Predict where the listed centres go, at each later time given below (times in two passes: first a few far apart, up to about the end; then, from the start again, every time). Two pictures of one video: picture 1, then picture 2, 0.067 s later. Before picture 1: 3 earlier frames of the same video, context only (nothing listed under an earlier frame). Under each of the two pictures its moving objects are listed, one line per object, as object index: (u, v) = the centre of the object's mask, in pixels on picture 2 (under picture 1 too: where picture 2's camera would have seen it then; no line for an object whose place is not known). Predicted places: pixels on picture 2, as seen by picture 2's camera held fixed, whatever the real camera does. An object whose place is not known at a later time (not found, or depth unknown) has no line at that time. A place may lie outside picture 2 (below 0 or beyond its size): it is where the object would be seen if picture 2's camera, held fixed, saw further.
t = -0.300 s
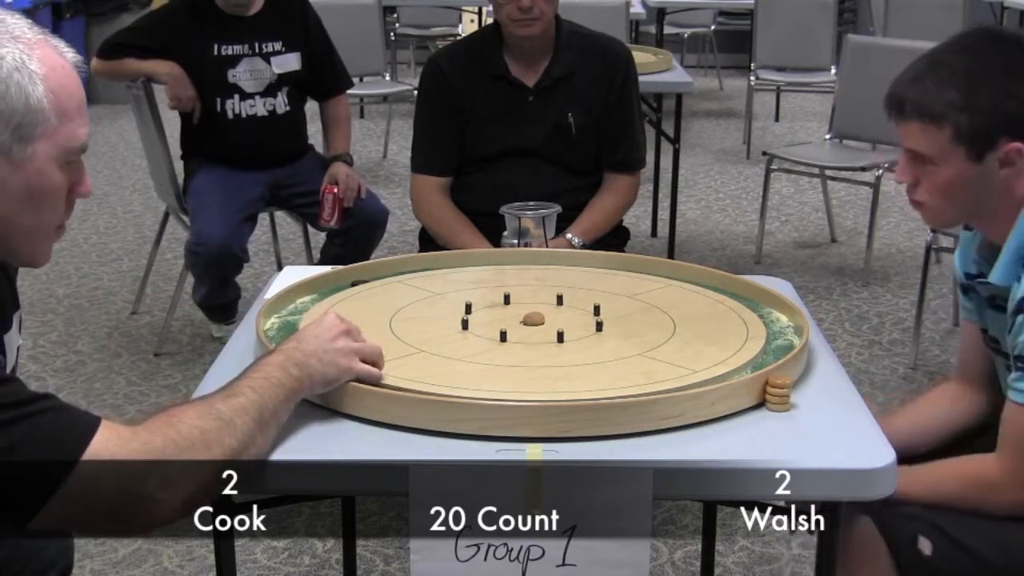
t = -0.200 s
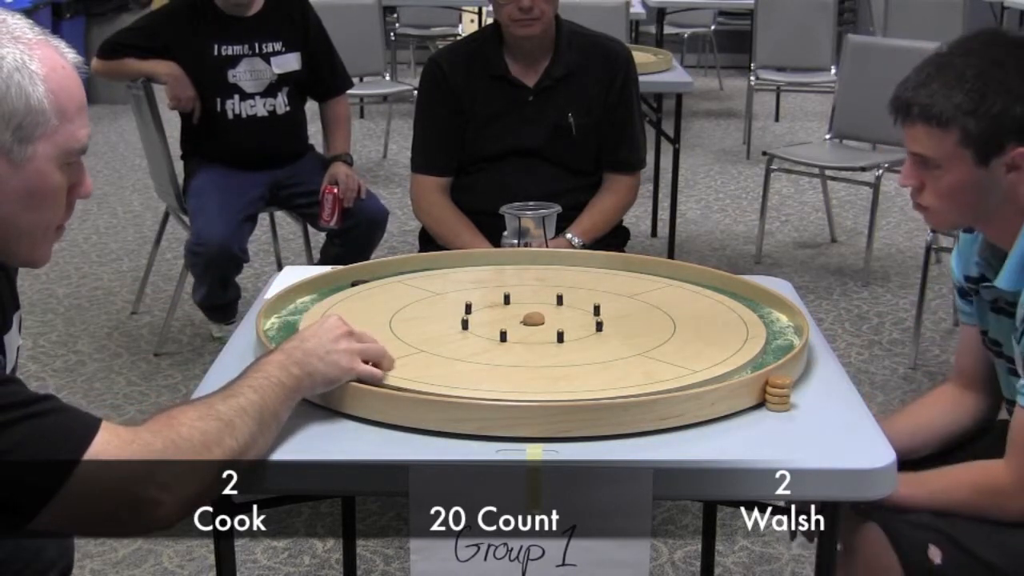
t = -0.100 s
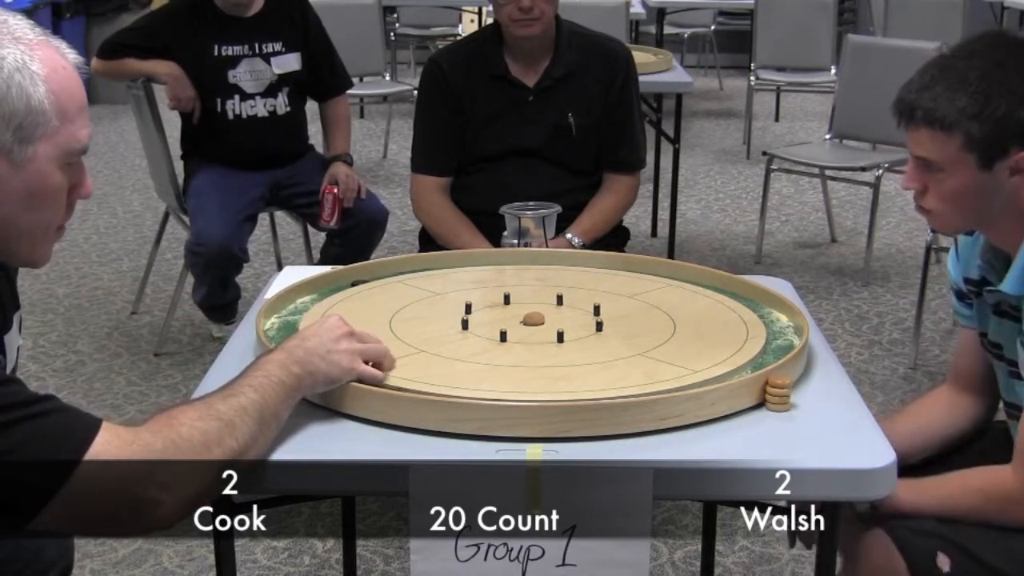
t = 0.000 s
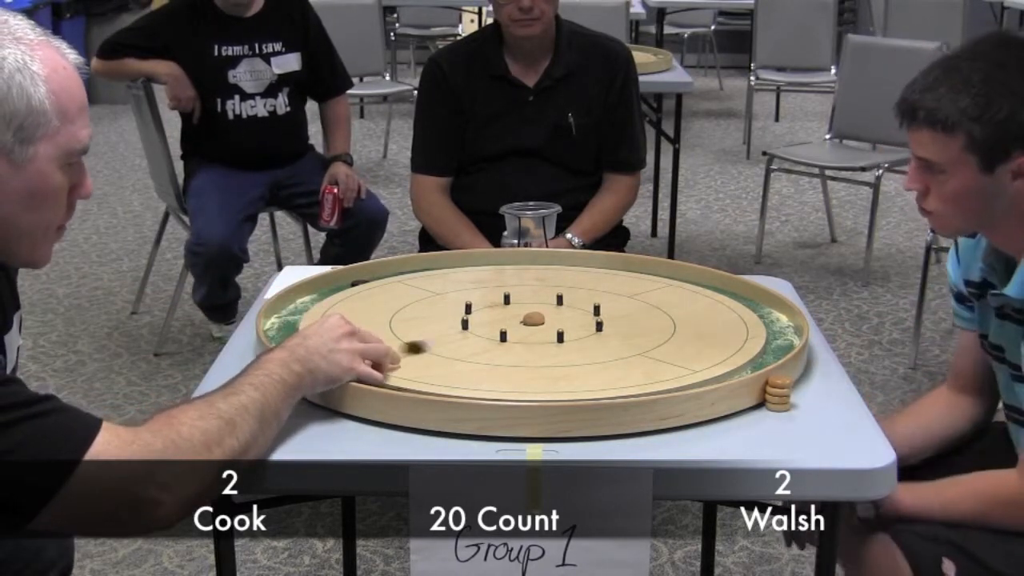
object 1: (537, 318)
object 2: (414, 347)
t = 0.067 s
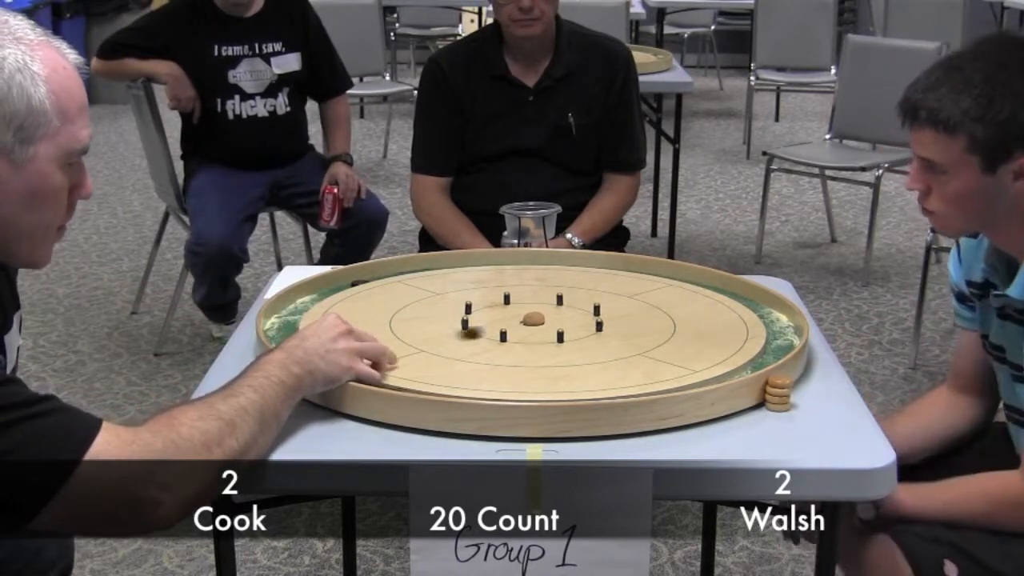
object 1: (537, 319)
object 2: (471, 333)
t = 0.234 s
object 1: (577, 304)
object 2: (523, 317)
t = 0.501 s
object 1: (651, 290)
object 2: (532, 313)
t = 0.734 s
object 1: (690, 287)
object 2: (533, 313)
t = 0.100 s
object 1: (537, 319)
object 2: (496, 326)
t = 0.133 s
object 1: (539, 316)
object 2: (516, 320)
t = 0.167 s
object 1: (549, 304)
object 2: (519, 319)
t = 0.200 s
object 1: (563, 304)
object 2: (521, 318)
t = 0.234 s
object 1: (577, 304)
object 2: (523, 317)
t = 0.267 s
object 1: (587, 297)
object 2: (525, 316)
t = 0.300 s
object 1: (598, 297)
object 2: (527, 315)
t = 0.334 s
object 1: (609, 298)
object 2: (528, 314)
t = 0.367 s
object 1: (618, 292)
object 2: (529, 314)
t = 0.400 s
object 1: (627, 293)
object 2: (530, 313)
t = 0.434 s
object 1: (636, 292)
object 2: (530, 313)
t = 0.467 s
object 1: (644, 294)
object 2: (531, 313)
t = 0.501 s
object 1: (651, 290)
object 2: (532, 313)
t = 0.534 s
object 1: (658, 289)
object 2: (532, 313)
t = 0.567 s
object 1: (665, 290)
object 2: (533, 313)
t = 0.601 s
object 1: (671, 288)
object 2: (533, 313)
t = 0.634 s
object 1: (678, 288)
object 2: (533, 313)
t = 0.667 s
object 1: (682, 288)
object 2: (533, 313)
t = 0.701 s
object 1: (685, 287)
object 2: (533, 313)
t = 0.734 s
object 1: (690, 287)
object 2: (533, 313)
